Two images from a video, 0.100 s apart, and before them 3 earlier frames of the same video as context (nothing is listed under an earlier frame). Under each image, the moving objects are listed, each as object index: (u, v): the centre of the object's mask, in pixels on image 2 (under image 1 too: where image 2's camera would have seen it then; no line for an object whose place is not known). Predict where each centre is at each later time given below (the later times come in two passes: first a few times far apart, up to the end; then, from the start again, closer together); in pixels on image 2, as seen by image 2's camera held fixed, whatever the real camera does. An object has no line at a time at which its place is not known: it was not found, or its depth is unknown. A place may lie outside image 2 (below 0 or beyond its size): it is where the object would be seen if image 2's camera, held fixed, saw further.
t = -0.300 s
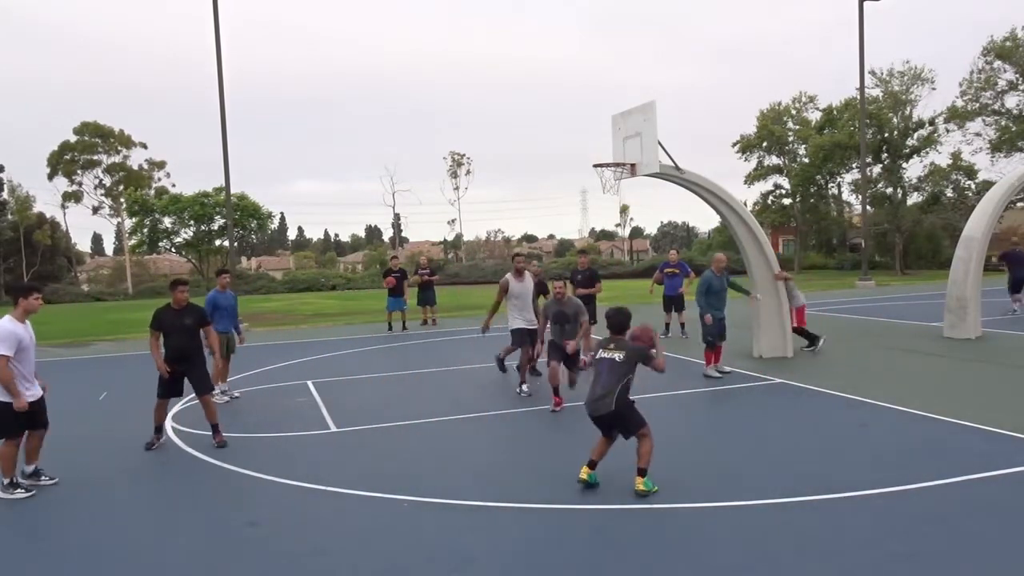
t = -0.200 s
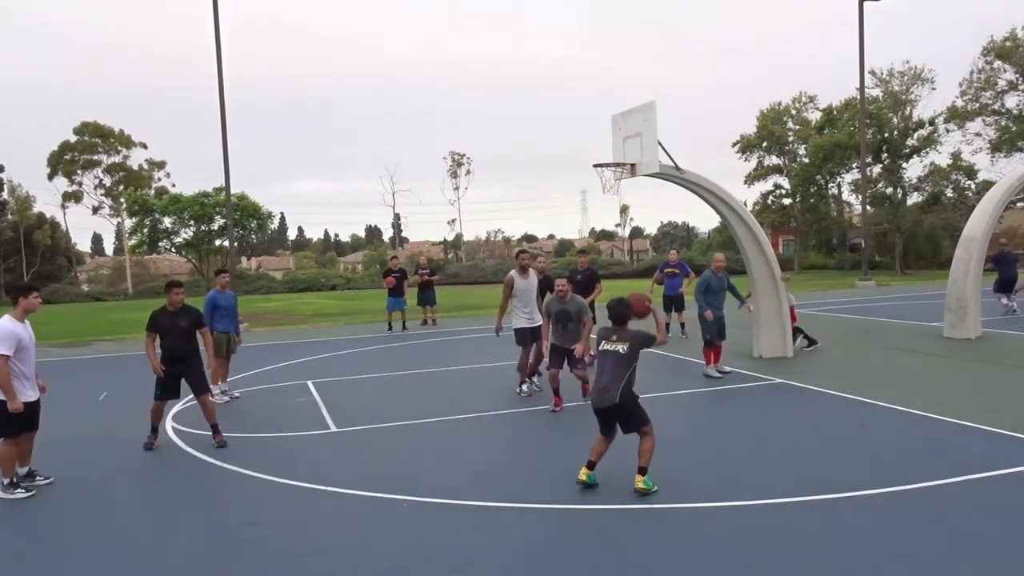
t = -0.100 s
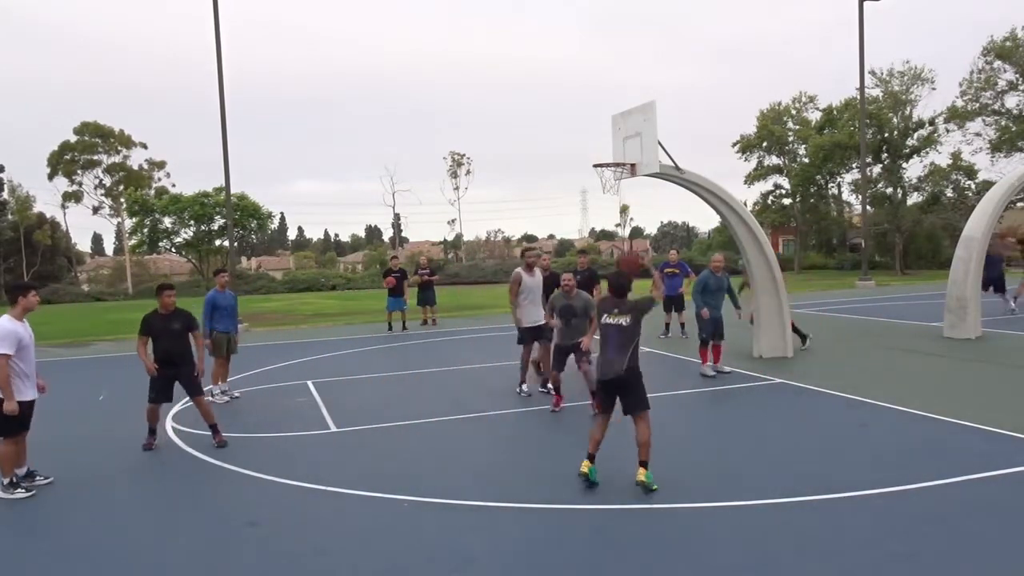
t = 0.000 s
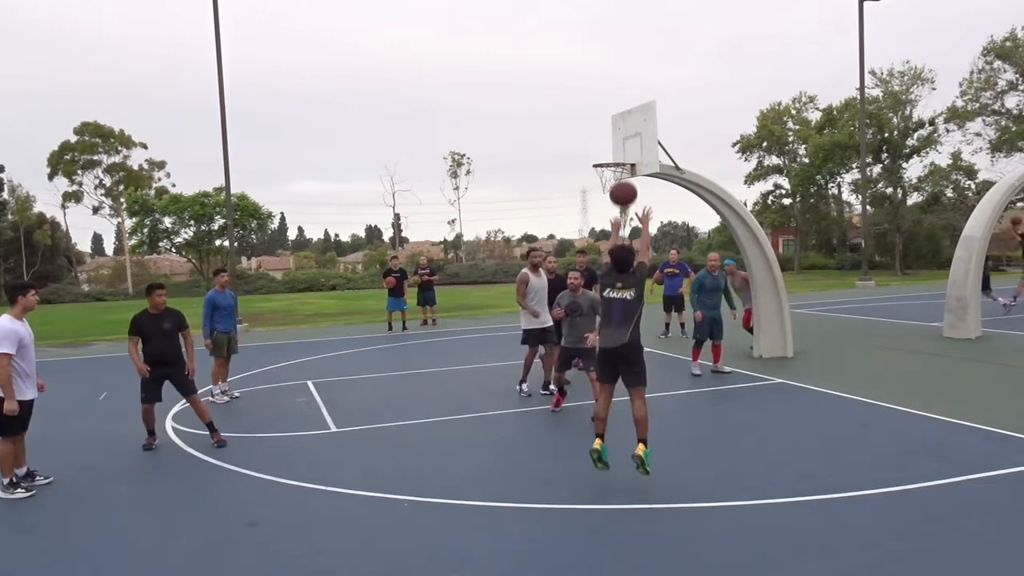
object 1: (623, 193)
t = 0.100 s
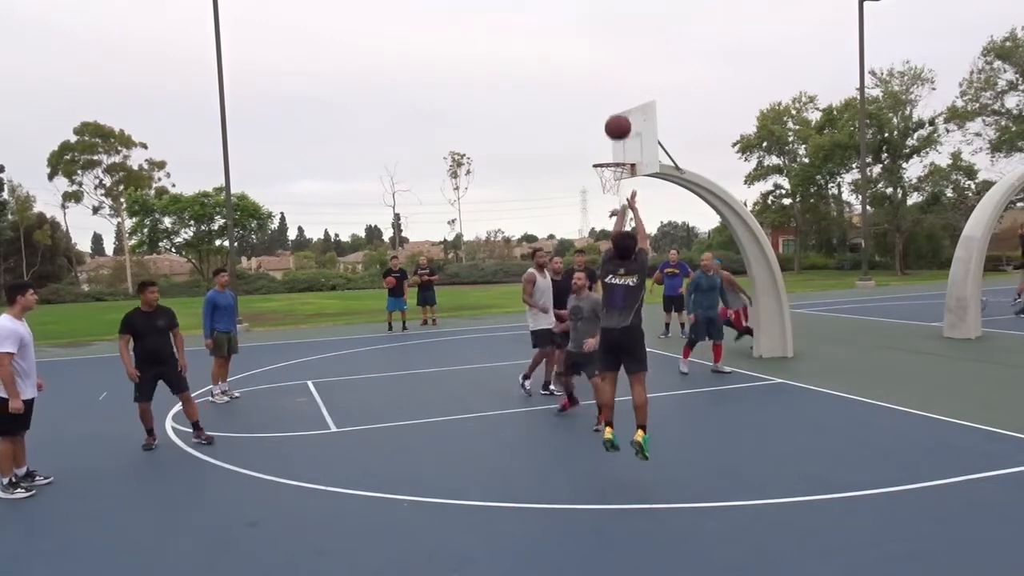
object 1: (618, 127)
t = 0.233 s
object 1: (611, 64)
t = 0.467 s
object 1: (602, 10)
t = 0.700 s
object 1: (596, 11)
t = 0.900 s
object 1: (593, 46)
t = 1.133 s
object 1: (590, 117)
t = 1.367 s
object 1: (555, 148)
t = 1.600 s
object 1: (488, 154)
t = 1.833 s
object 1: (426, 195)
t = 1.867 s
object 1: (417, 204)
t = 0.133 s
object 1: (616, 109)
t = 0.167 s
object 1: (614, 92)
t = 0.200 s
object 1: (613, 77)
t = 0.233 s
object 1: (611, 64)
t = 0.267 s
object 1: (610, 52)
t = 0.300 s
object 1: (608, 42)
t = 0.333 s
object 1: (607, 33)
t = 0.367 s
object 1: (606, 25)
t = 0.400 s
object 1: (604, 19)
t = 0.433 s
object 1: (603, 13)
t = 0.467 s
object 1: (602, 10)
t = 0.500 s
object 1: (601, 8)
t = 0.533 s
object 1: (600, 7)
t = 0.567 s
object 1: (599, 7)
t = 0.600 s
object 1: (598, 7)
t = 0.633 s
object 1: (597, 7)
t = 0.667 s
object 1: (597, 9)
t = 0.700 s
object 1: (596, 11)
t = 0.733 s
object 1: (595, 15)
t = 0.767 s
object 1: (595, 20)
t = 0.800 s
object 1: (594, 25)
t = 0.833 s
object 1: (594, 32)
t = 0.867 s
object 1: (593, 38)
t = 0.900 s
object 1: (593, 46)
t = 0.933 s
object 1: (592, 54)
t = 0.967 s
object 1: (592, 63)
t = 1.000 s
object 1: (591, 73)
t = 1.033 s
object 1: (591, 83)
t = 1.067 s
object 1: (591, 94)
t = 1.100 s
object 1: (591, 105)
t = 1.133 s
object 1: (590, 117)
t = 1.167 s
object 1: (590, 130)
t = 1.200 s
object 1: (590, 142)
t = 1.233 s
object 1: (590, 156)
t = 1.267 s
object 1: (584, 157)
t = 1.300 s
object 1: (574, 154)
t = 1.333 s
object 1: (565, 151)
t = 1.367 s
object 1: (555, 148)
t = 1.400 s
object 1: (545, 147)
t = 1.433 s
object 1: (535, 146)
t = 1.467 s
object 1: (526, 146)
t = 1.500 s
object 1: (517, 147)
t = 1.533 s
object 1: (507, 149)
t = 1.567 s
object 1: (498, 151)
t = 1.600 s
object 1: (488, 154)
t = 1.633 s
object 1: (479, 158)
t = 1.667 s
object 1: (469, 162)
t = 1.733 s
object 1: (452, 174)
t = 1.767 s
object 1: (443, 180)
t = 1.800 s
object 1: (434, 188)
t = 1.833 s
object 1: (426, 195)
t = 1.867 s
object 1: (417, 204)
